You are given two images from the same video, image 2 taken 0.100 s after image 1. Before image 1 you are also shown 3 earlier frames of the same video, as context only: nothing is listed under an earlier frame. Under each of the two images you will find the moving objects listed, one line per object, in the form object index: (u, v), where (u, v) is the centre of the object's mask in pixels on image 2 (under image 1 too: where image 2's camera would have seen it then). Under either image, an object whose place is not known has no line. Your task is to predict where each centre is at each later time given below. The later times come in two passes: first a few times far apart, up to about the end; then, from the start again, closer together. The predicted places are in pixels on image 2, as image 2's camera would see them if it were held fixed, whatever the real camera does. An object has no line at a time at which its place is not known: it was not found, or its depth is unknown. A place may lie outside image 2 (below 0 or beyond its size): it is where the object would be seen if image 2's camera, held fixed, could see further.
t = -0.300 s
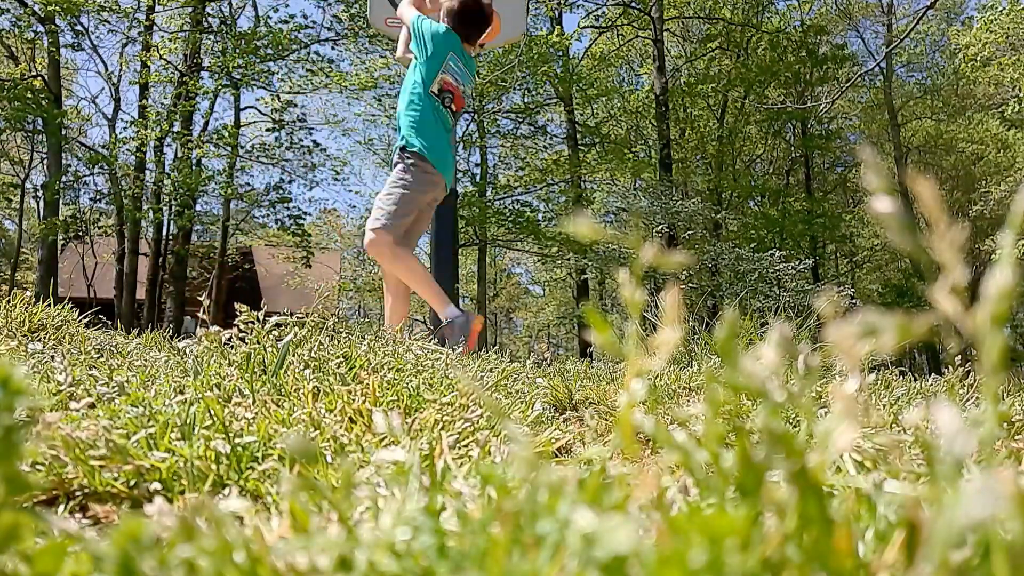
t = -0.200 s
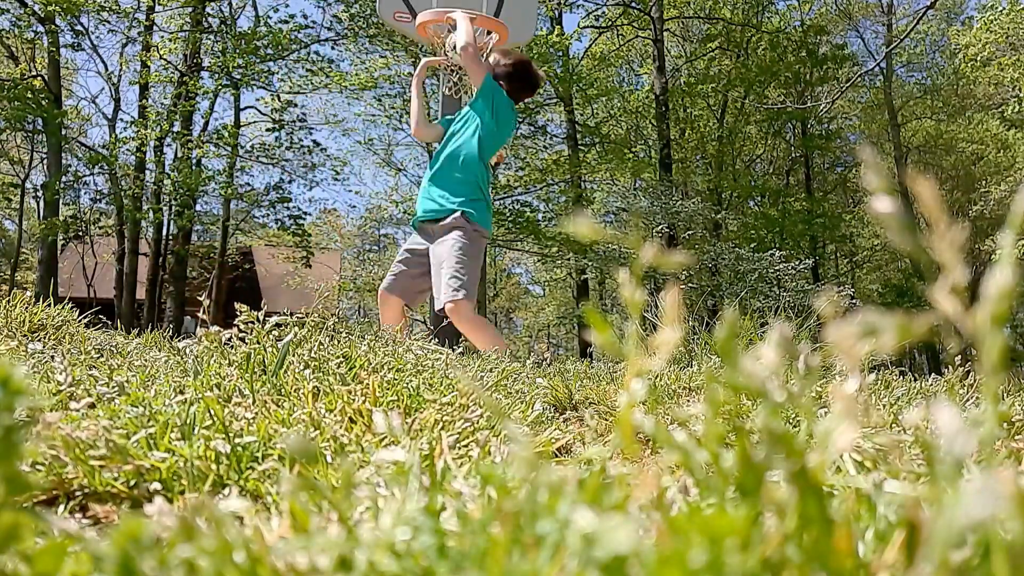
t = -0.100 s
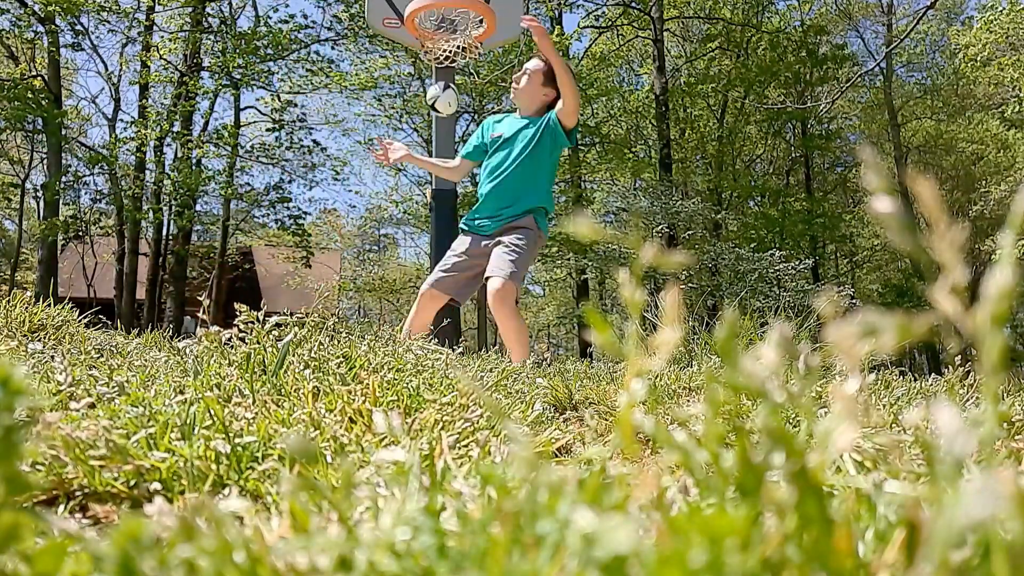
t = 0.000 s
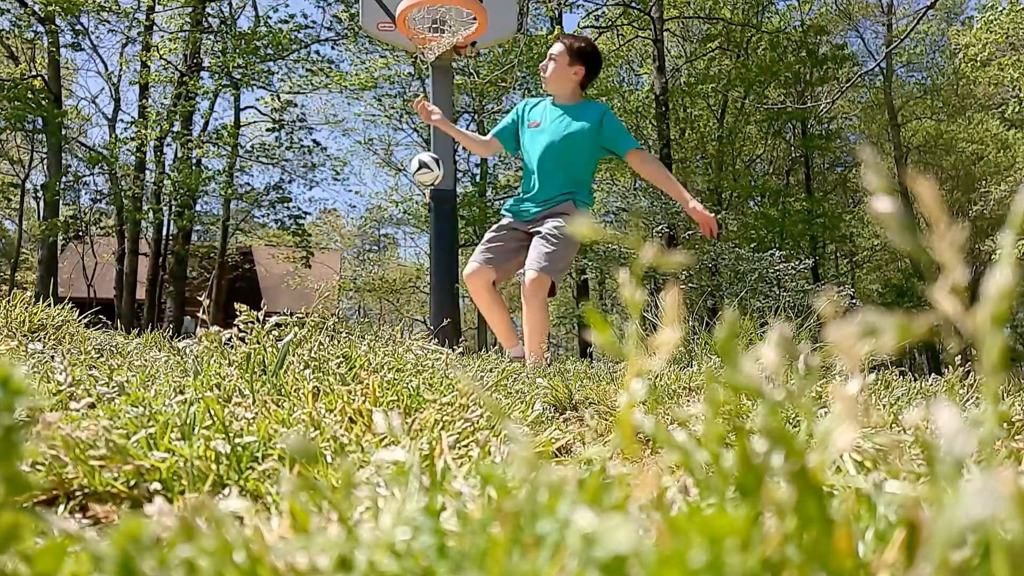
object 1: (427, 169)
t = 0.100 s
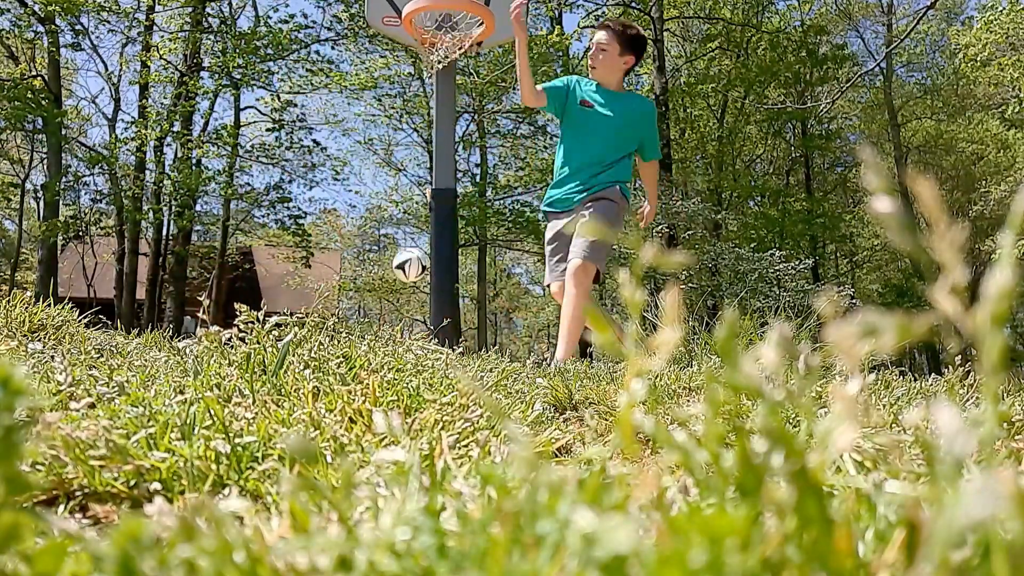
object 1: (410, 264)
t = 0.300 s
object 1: (383, 317)
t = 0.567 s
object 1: (357, 207)
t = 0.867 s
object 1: (304, 301)
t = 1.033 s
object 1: (275, 312)
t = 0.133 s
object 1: (404, 301)
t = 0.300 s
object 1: (383, 317)
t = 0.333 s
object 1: (381, 298)
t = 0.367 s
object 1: (378, 278)
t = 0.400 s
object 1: (376, 260)
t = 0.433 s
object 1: (373, 245)
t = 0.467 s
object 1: (369, 232)
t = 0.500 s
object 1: (365, 221)
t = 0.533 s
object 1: (361, 212)
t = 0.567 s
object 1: (357, 207)
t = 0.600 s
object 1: (352, 204)
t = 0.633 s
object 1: (347, 203)
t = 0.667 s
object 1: (342, 206)
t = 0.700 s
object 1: (337, 213)
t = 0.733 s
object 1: (331, 223)
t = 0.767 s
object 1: (325, 237)
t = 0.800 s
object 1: (319, 255)
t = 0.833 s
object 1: (312, 277)
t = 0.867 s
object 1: (304, 301)
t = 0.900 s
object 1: (288, 326)
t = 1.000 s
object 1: (277, 327)
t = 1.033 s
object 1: (275, 312)
